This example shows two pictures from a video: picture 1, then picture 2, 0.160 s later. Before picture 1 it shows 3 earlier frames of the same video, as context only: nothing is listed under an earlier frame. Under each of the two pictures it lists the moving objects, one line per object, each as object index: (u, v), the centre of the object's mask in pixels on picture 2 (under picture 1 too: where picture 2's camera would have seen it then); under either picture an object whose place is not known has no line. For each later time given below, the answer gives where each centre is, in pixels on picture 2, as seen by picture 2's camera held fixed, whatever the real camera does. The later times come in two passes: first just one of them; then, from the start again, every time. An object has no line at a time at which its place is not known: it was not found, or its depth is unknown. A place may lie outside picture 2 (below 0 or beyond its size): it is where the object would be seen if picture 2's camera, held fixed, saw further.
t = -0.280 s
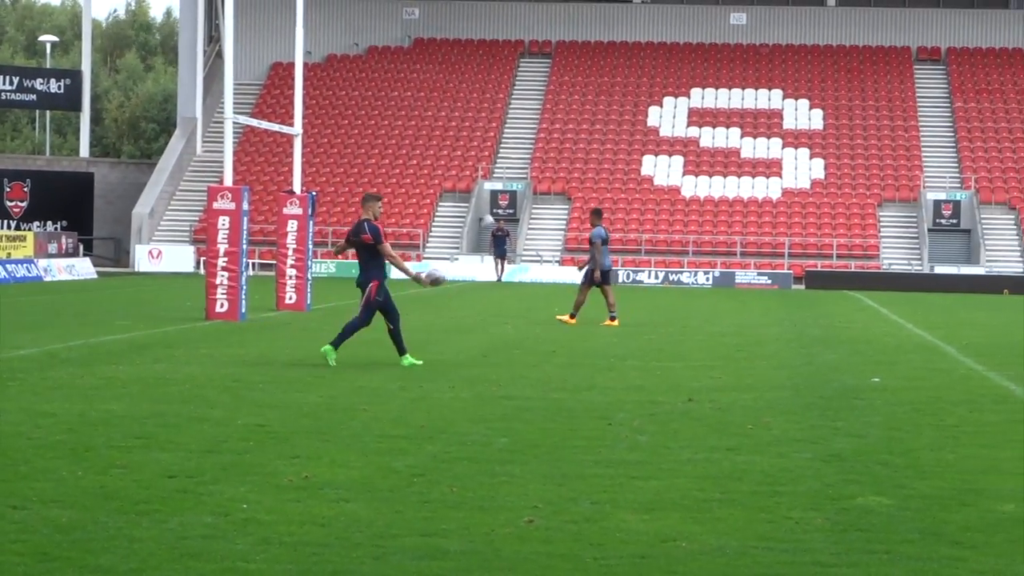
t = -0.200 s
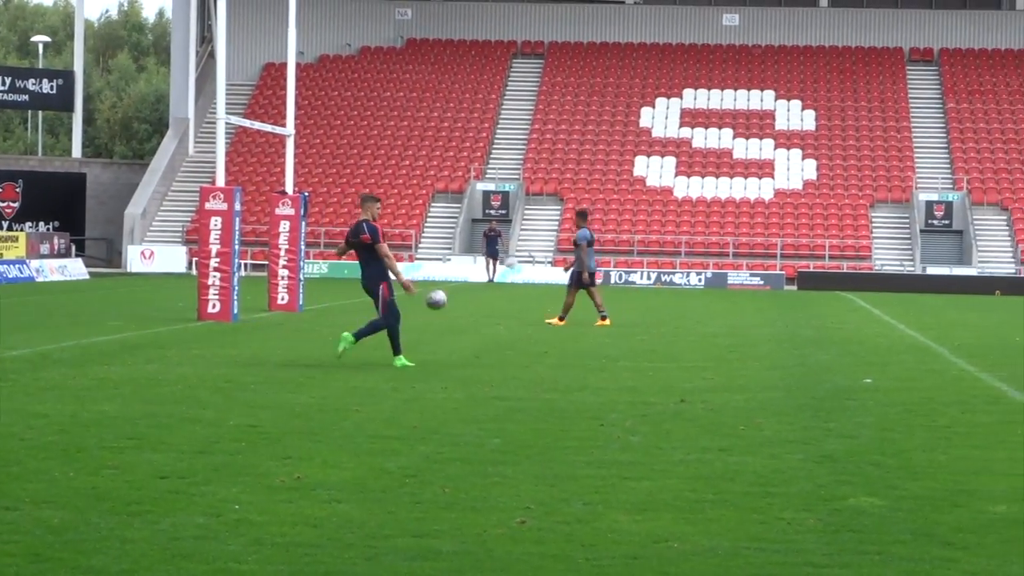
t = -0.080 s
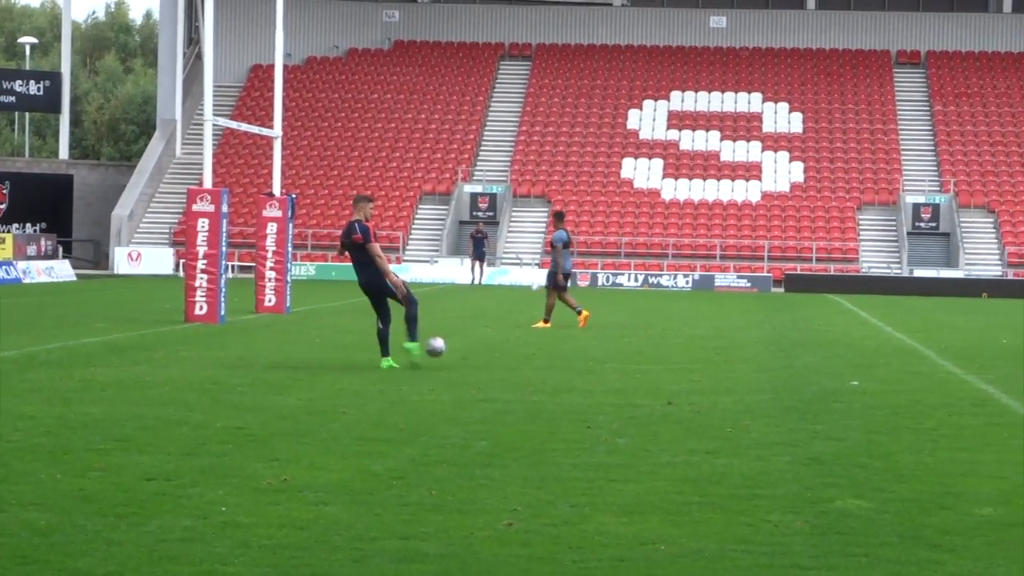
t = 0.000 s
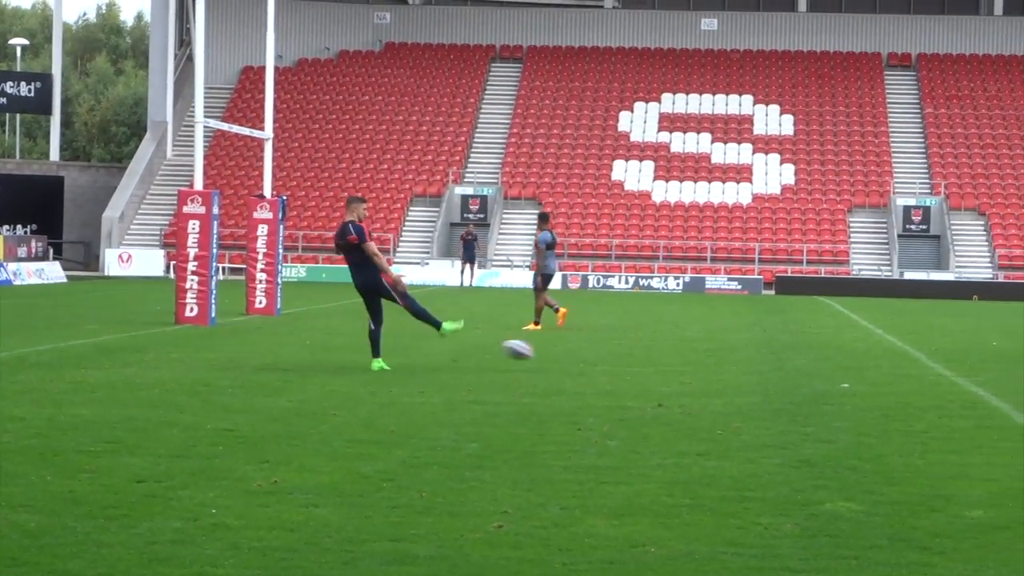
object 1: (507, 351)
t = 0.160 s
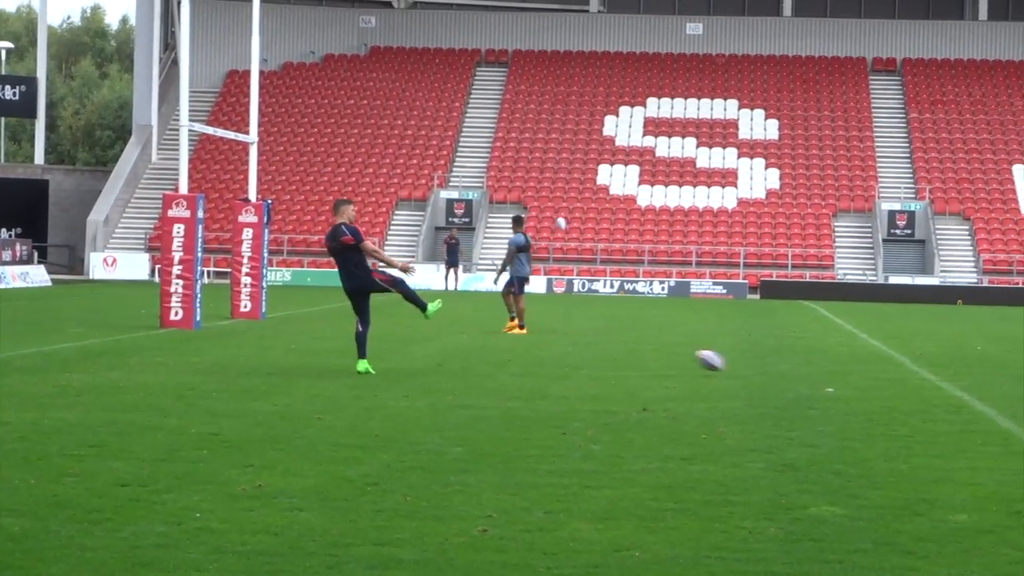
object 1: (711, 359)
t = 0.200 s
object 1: (761, 363)
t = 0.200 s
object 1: (761, 363)
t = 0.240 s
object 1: (806, 369)
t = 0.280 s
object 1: (843, 368)
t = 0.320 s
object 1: (881, 365)
